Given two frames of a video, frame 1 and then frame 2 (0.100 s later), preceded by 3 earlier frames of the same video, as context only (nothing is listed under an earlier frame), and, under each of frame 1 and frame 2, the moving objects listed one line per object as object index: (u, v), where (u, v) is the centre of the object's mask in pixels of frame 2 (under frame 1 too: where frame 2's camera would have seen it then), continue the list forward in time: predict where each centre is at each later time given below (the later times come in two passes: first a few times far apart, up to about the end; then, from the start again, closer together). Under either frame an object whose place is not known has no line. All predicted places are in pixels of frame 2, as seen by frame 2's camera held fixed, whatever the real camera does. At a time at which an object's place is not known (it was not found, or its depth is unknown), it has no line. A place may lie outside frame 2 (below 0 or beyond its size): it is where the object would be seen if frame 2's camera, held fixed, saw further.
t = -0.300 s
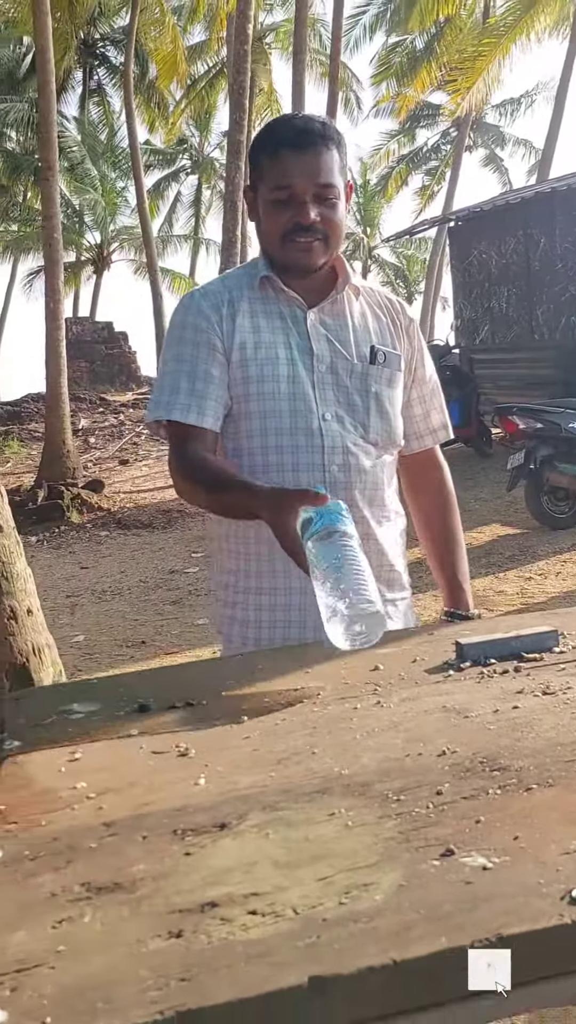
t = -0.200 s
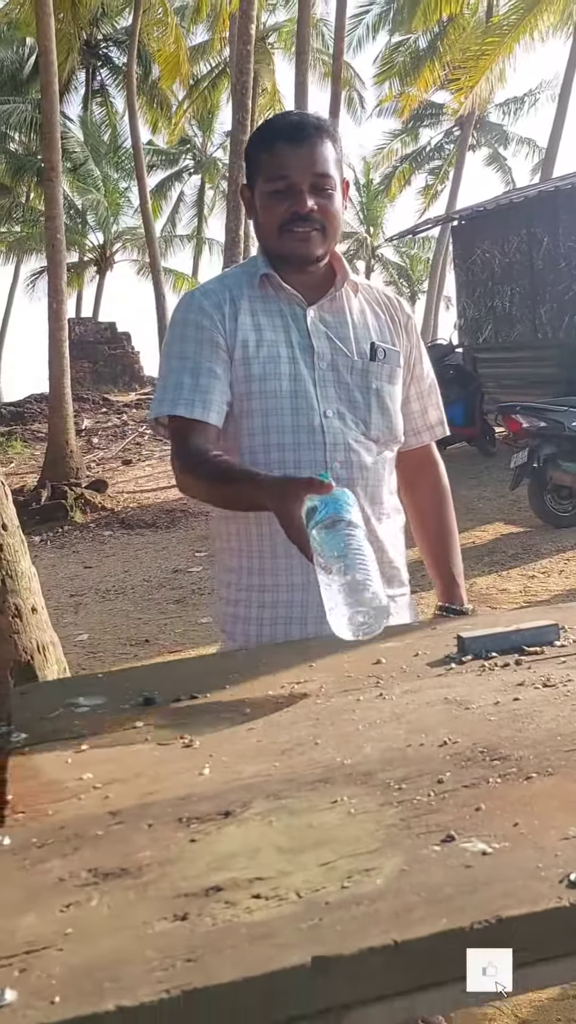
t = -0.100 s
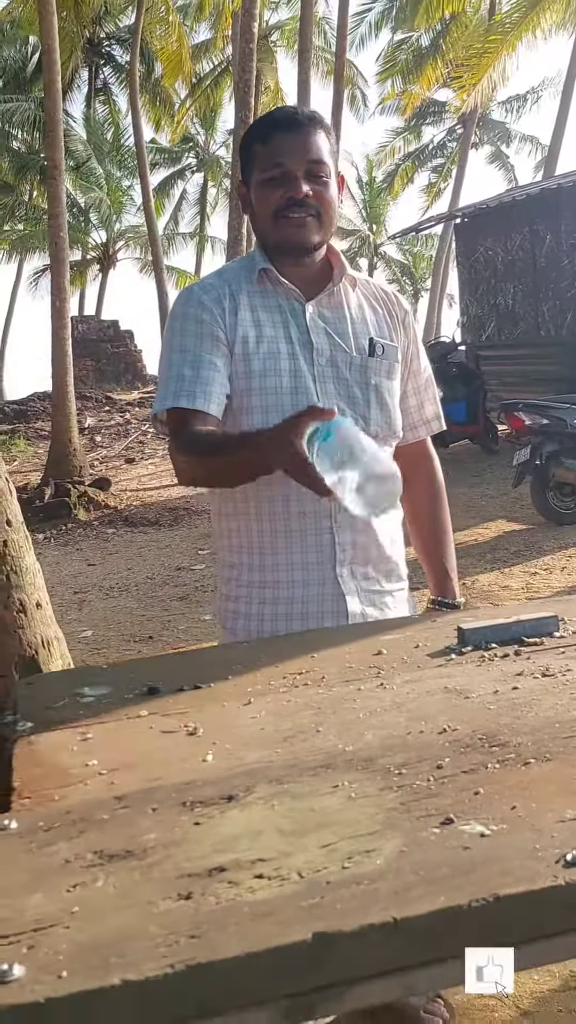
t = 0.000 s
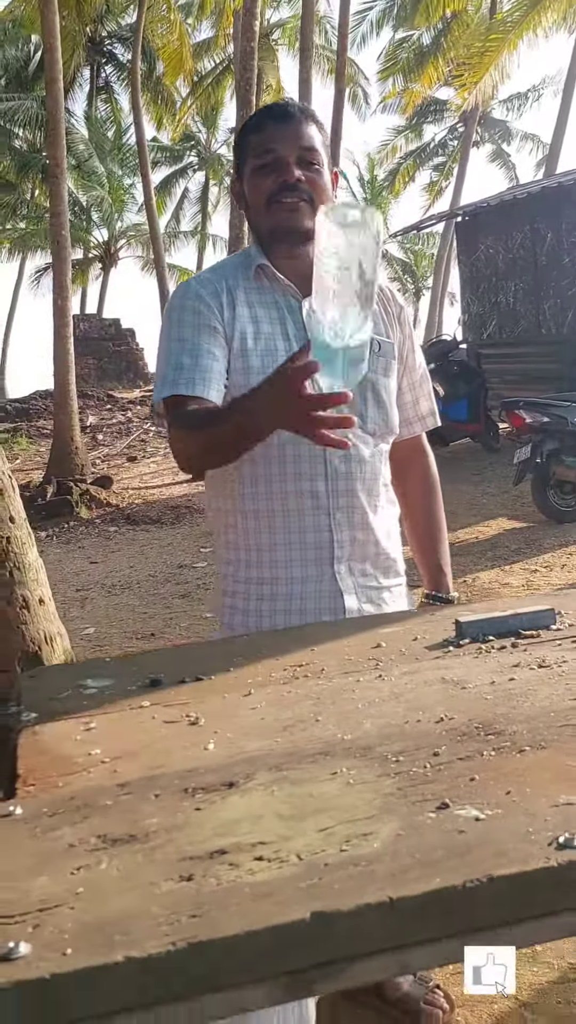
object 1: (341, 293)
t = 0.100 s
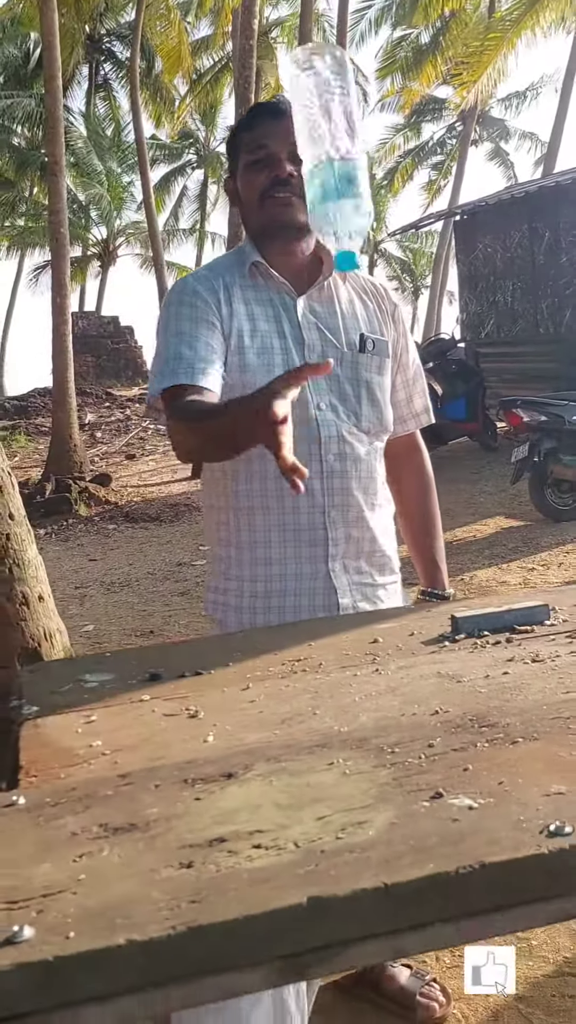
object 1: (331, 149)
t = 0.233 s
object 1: (320, 70)
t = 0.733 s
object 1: (294, 633)
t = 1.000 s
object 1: (251, 644)
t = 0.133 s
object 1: (328, 113)
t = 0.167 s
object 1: (324, 87)
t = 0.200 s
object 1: (323, 74)
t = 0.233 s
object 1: (320, 70)
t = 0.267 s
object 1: (319, 75)
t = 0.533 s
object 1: (300, 448)
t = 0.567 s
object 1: (298, 529)
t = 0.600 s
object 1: (301, 570)
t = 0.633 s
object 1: (303, 588)
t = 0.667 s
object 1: (303, 616)
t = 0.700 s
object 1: (299, 631)
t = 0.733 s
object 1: (294, 633)
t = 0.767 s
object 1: (289, 635)
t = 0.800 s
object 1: (284, 636)
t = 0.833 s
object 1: (277, 637)
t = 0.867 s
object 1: (272, 640)
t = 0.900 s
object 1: (266, 641)
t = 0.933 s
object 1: (261, 642)
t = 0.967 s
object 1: (256, 643)
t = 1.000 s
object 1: (251, 644)
